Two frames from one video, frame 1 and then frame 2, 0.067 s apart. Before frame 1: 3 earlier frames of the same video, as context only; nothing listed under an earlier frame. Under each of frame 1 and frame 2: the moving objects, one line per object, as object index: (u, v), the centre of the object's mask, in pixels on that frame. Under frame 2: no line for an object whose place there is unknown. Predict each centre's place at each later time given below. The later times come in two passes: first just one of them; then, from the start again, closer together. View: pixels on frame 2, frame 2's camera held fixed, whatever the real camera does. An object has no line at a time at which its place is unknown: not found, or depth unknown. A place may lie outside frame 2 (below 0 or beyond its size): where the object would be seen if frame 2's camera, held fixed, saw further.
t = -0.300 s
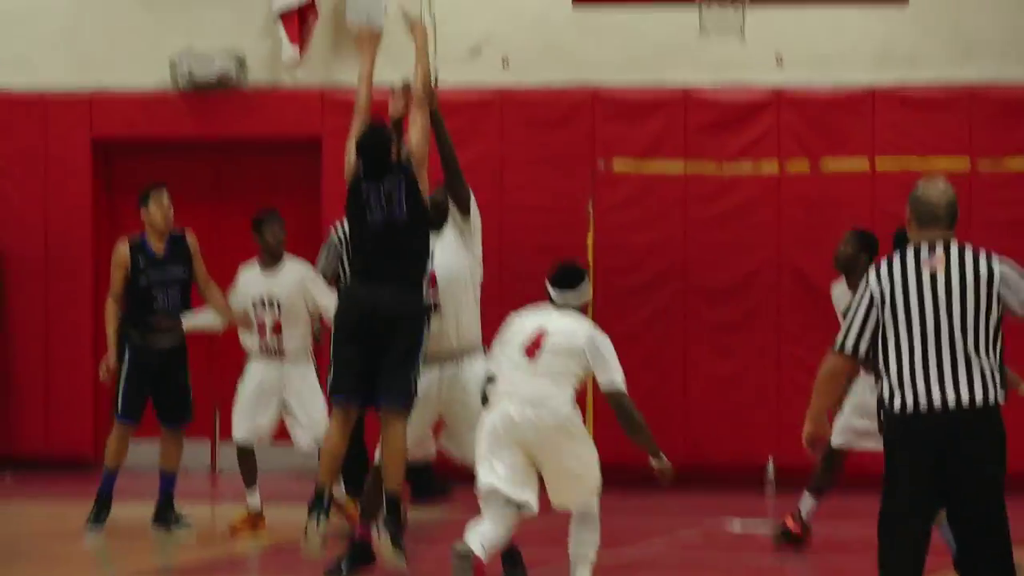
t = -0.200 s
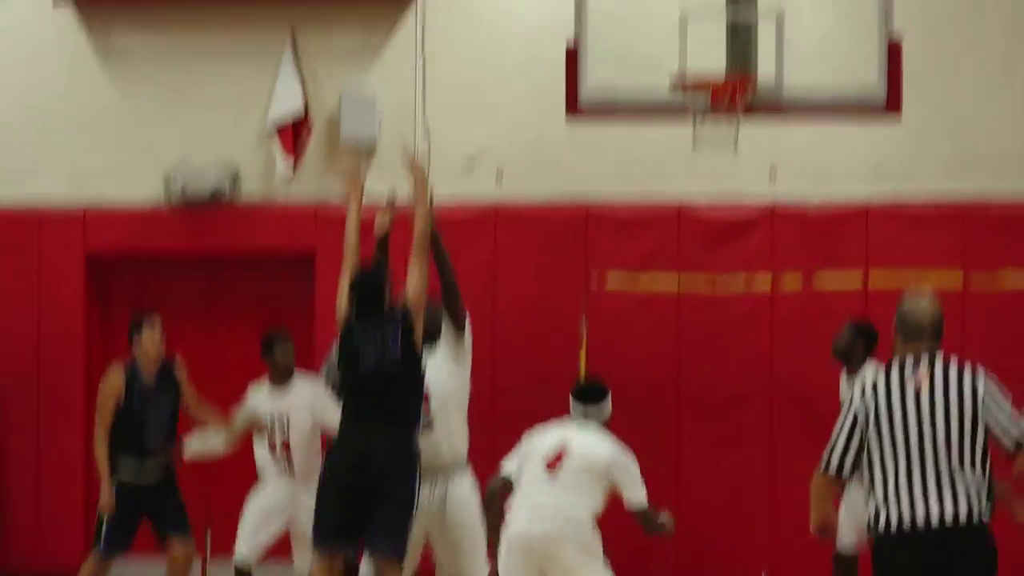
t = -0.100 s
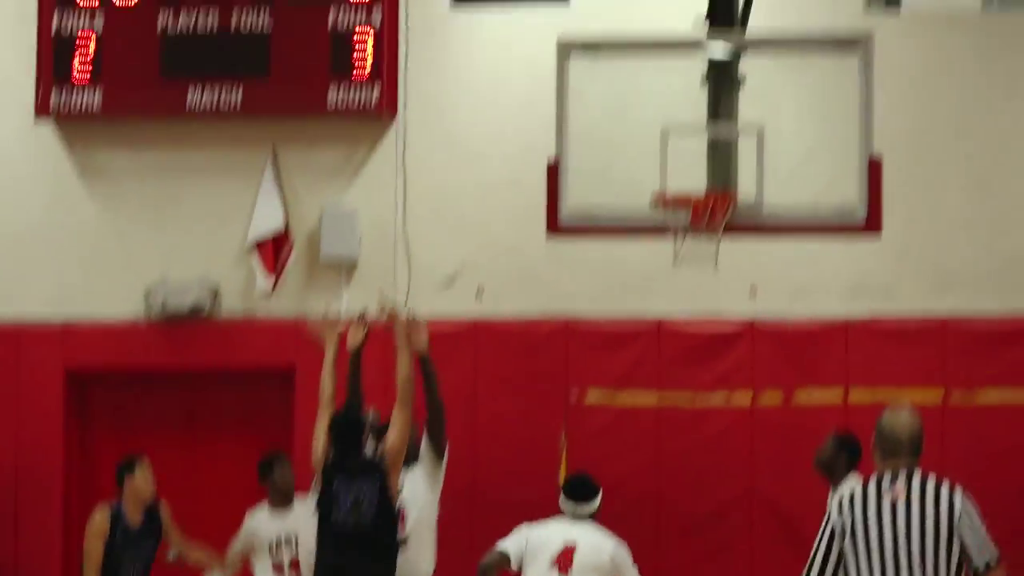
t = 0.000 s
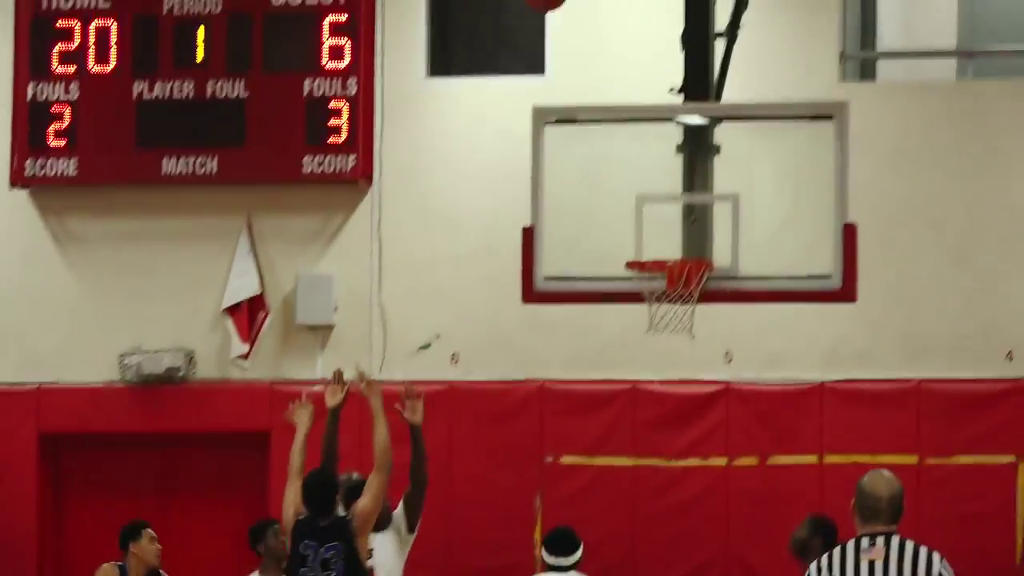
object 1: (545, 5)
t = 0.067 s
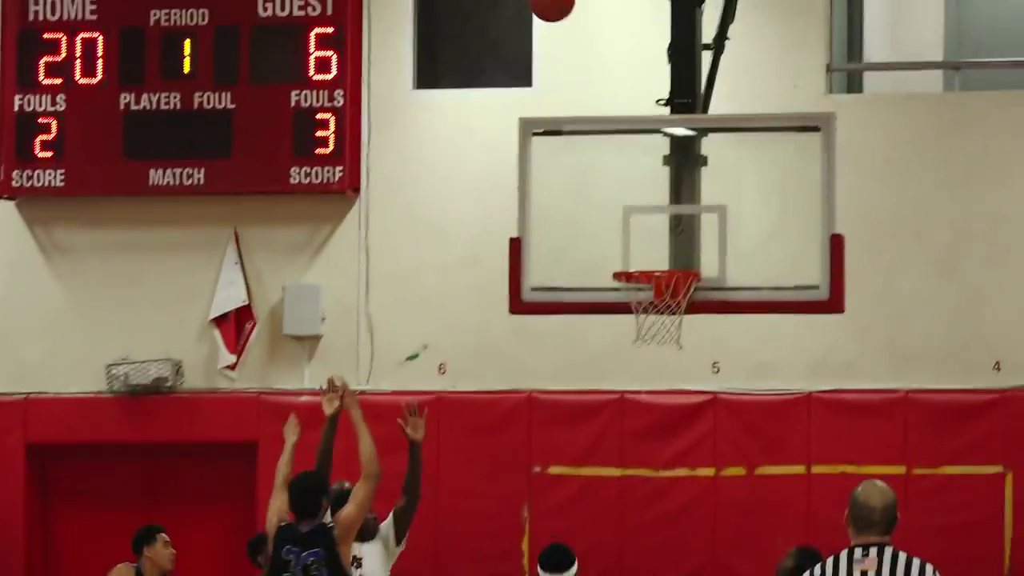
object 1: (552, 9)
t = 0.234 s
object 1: (597, 32)
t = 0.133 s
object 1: (570, 8)
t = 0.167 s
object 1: (579, 12)
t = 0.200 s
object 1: (588, 21)
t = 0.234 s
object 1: (597, 32)
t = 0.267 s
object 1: (607, 45)
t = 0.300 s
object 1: (616, 60)
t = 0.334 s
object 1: (625, 76)
